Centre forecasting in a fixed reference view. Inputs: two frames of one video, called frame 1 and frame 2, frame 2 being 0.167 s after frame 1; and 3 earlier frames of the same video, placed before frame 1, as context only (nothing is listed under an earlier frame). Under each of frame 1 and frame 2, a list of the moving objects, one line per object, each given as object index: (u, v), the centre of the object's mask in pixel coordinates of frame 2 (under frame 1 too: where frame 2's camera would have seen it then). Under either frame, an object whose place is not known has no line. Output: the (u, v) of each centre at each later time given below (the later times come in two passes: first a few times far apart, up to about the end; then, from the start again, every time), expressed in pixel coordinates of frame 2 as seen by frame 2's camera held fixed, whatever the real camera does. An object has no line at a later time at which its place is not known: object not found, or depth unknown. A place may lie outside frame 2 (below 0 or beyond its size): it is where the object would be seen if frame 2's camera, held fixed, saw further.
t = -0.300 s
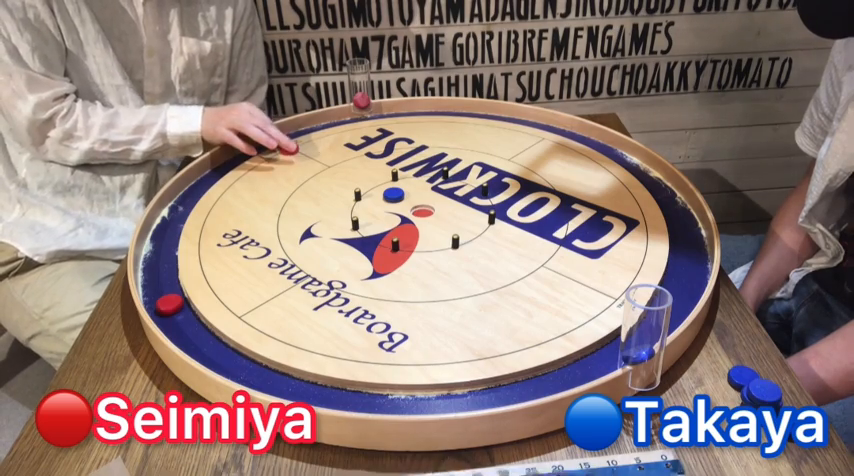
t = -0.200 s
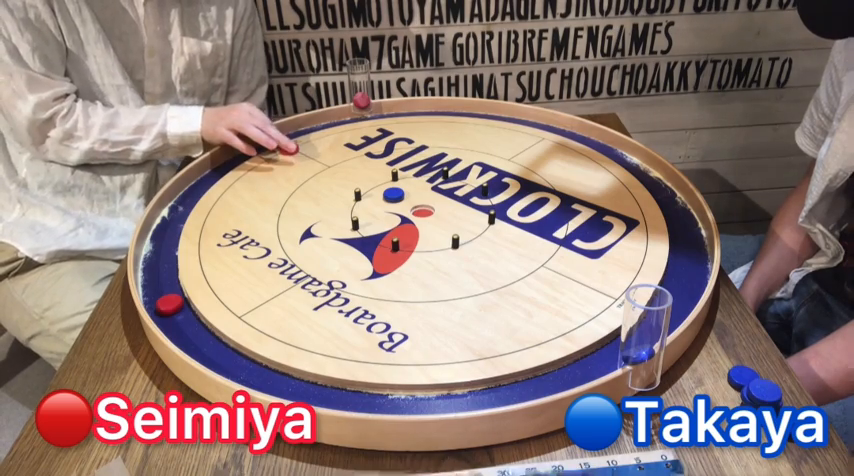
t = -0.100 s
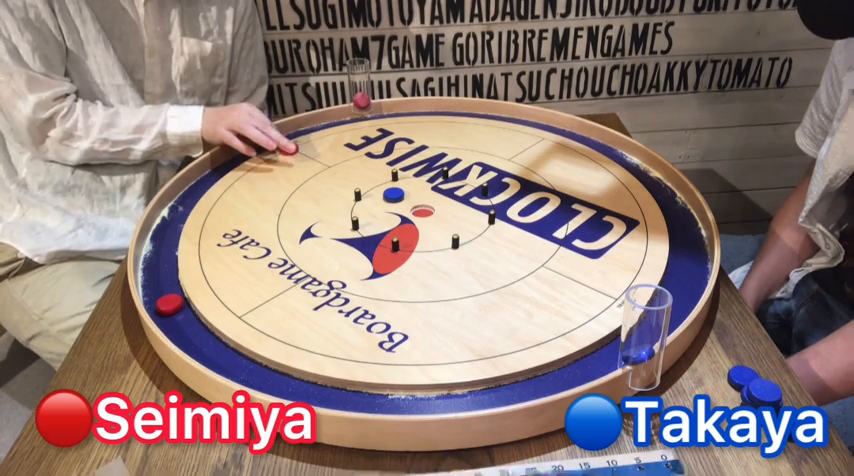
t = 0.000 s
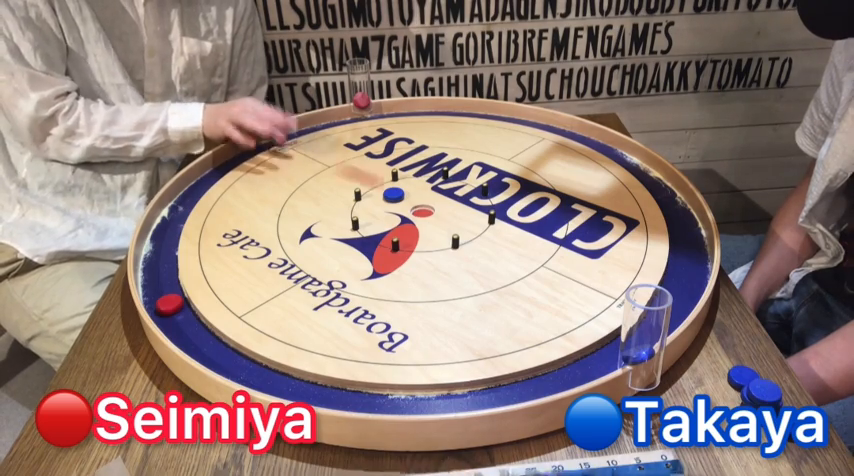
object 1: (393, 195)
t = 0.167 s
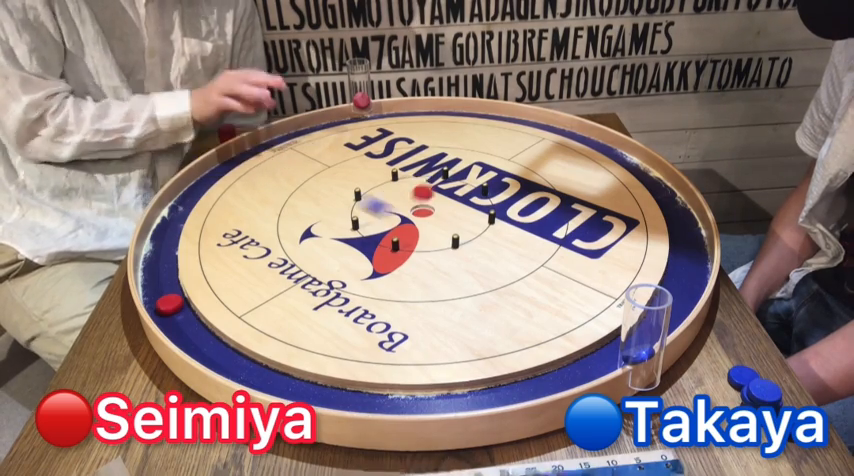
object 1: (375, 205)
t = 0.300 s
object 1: (429, 244)
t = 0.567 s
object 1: (597, 364)
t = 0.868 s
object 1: (532, 386)
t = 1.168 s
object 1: (528, 387)
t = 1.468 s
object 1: (528, 387)
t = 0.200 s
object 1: (374, 207)
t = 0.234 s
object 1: (390, 219)
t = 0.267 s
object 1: (409, 232)
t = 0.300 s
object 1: (429, 244)
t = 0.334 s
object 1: (448, 258)
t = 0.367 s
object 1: (467, 271)
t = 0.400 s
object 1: (487, 285)
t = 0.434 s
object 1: (509, 300)
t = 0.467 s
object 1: (530, 314)
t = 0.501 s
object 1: (553, 330)
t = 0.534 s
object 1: (577, 347)
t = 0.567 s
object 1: (597, 364)
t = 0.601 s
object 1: (584, 370)
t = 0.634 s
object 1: (572, 370)
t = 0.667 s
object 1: (565, 378)
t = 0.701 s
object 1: (562, 381)
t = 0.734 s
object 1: (556, 385)
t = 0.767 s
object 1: (548, 387)
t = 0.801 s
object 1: (542, 387)
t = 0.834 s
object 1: (537, 386)
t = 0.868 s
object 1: (532, 386)
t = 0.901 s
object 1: (530, 387)
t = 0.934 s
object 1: (528, 387)
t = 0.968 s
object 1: (528, 387)
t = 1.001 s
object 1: (528, 387)
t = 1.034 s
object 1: (528, 387)
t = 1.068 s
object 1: (528, 387)
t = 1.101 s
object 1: (528, 387)
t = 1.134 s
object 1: (528, 387)
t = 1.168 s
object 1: (528, 387)
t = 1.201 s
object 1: (528, 387)
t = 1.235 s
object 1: (528, 387)
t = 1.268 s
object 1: (528, 387)
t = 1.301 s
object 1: (528, 387)
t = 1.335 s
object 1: (528, 387)
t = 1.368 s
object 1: (528, 387)
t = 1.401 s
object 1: (528, 387)
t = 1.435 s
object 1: (528, 387)
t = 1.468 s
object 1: (528, 387)
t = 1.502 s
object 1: (528, 387)
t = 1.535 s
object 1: (528, 387)
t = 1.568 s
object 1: (528, 387)
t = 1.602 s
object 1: (528, 387)
